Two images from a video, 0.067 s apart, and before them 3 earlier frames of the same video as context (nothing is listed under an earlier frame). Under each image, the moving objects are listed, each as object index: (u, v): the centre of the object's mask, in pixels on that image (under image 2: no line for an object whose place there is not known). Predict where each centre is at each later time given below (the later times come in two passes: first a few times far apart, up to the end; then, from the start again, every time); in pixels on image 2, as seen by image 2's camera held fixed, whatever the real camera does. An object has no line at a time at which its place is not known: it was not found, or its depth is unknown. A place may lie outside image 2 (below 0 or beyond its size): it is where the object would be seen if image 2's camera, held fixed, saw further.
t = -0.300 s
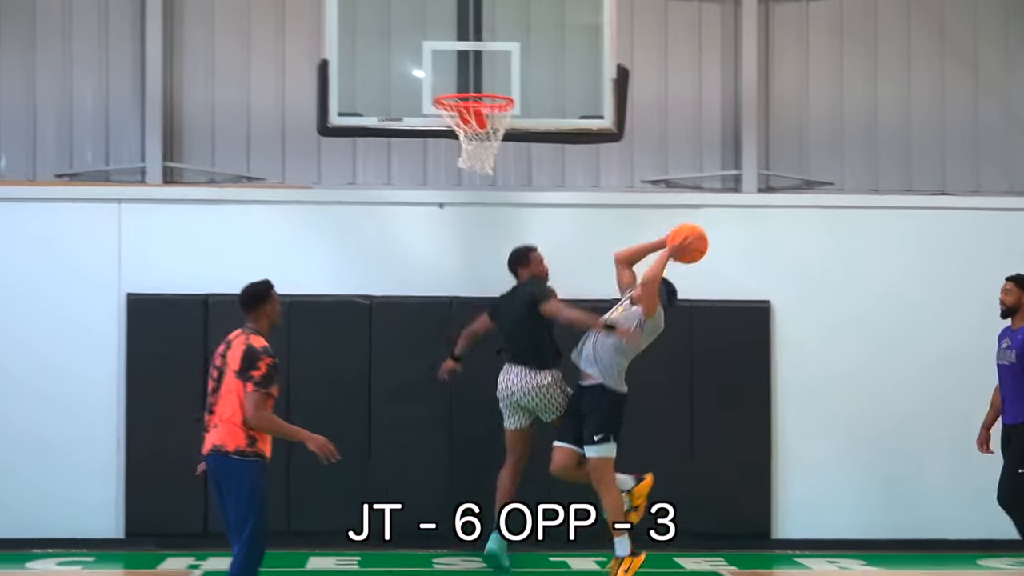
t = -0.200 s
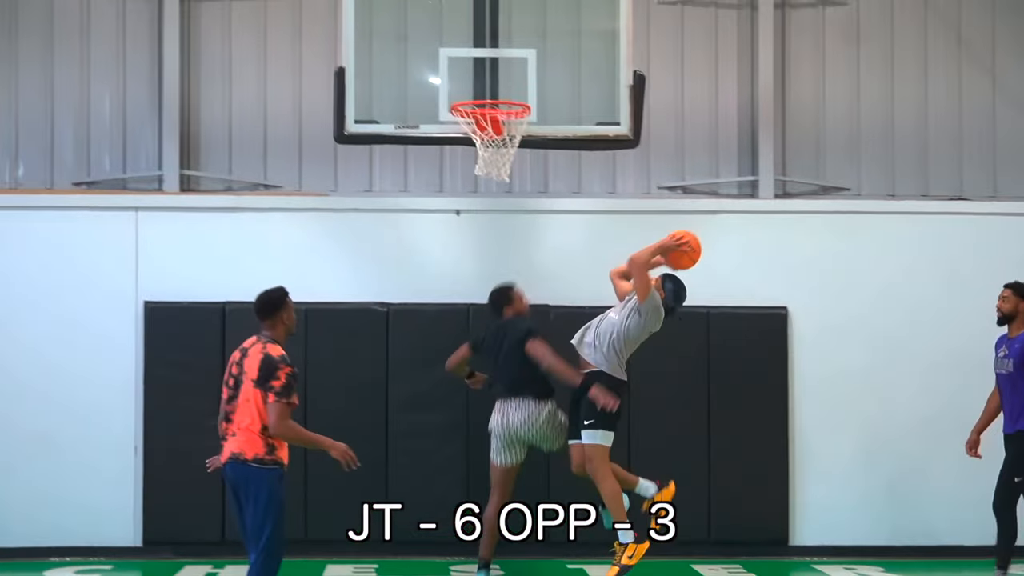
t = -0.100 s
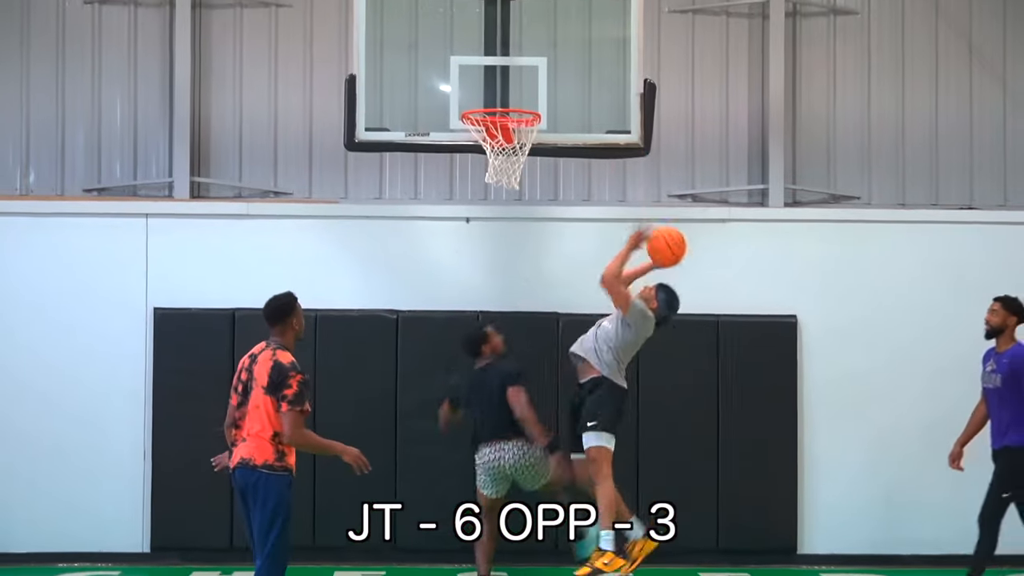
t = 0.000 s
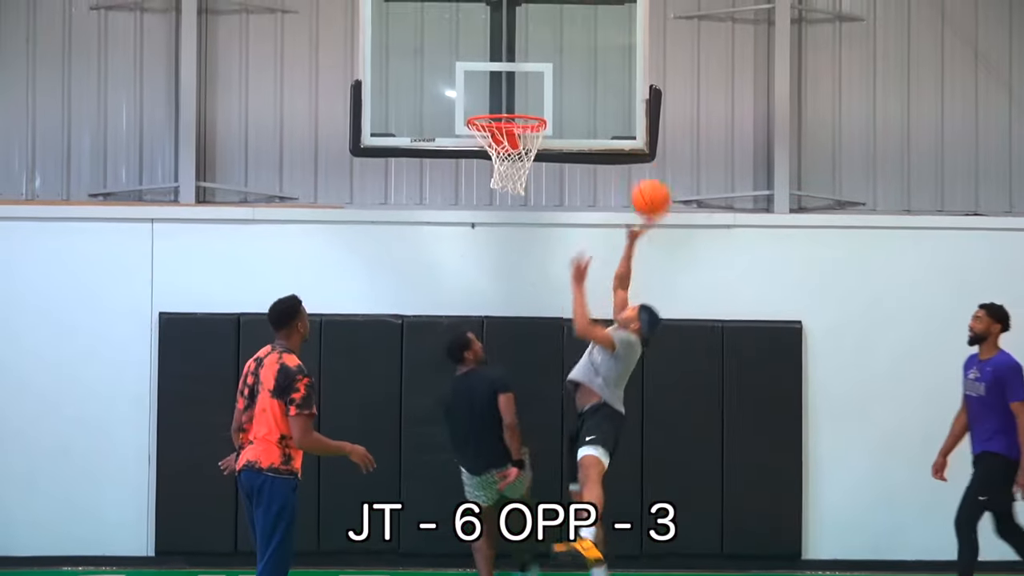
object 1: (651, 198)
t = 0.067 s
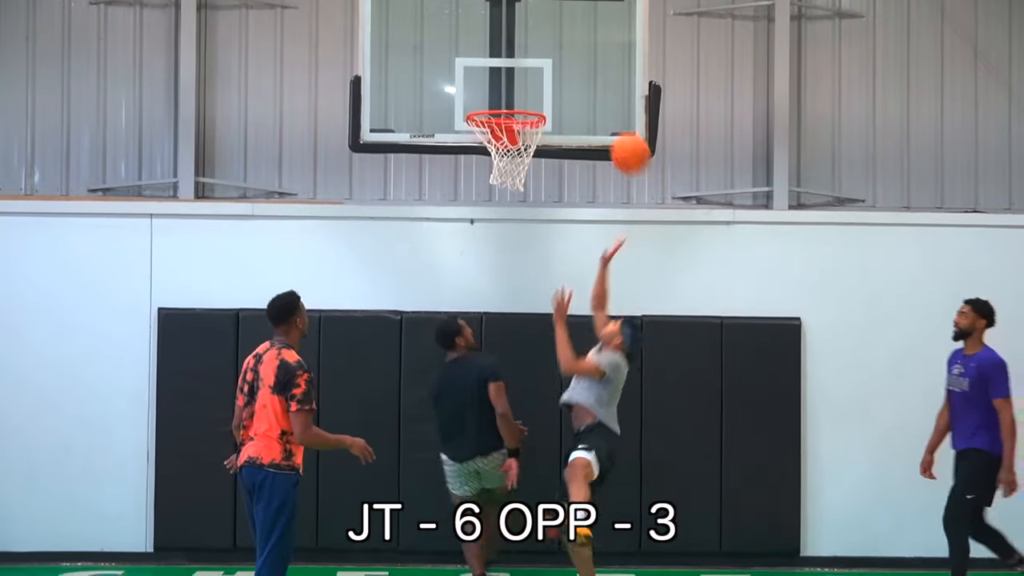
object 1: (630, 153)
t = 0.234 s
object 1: (581, 79)
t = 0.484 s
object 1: (534, 69)
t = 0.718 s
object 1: (493, 151)
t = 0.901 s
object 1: (485, 230)
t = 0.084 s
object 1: (626, 144)
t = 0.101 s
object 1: (620, 135)
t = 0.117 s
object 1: (615, 125)
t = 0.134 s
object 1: (611, 117)
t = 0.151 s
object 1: (606, 110)
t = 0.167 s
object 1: (601, 104)
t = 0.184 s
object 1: (596, 97)
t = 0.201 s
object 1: (591, 91)
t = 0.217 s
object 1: (586, 85)
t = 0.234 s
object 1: (581, 79)
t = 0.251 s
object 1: (576, 74)
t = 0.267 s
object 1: (571, 70)
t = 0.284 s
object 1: (567, 66)
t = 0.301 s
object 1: (564, 64)
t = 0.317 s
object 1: (562, 62)
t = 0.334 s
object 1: (559, 61)
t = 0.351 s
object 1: (557, 60)
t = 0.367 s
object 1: (554, 60)
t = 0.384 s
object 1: (551, 60)
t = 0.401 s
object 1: (548, 60)
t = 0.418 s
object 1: (545, 61)
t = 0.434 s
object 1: (543, 62)
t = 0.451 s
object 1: (540, 64)
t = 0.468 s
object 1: (537, 66)
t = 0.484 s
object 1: (534, 69)
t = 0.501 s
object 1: (531, 72)
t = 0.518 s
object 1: (528, 75)
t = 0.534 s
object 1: (526, 79)
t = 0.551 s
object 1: (522, 84)
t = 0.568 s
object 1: (520, 89)
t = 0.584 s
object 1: (516, 93)
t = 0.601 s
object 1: (514, 96)
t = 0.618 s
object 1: (511, 100)
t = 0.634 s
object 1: (509, 103)
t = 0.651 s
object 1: (505, 106)
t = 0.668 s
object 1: (502, 128)
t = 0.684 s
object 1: (498, 135)
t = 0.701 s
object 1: (497, 143)
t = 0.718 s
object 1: (493, 151)
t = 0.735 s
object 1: (491, 158)
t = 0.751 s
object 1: (490, 163)
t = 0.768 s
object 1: (490, 169)
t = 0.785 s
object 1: (489, 175)
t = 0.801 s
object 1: (489, 182)
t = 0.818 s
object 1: (488, 188)
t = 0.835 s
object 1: (488, 196)
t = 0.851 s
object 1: (487, 204)
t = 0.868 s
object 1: (487, 212)
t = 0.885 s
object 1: (486, 220)
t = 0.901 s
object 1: (485, 230)
